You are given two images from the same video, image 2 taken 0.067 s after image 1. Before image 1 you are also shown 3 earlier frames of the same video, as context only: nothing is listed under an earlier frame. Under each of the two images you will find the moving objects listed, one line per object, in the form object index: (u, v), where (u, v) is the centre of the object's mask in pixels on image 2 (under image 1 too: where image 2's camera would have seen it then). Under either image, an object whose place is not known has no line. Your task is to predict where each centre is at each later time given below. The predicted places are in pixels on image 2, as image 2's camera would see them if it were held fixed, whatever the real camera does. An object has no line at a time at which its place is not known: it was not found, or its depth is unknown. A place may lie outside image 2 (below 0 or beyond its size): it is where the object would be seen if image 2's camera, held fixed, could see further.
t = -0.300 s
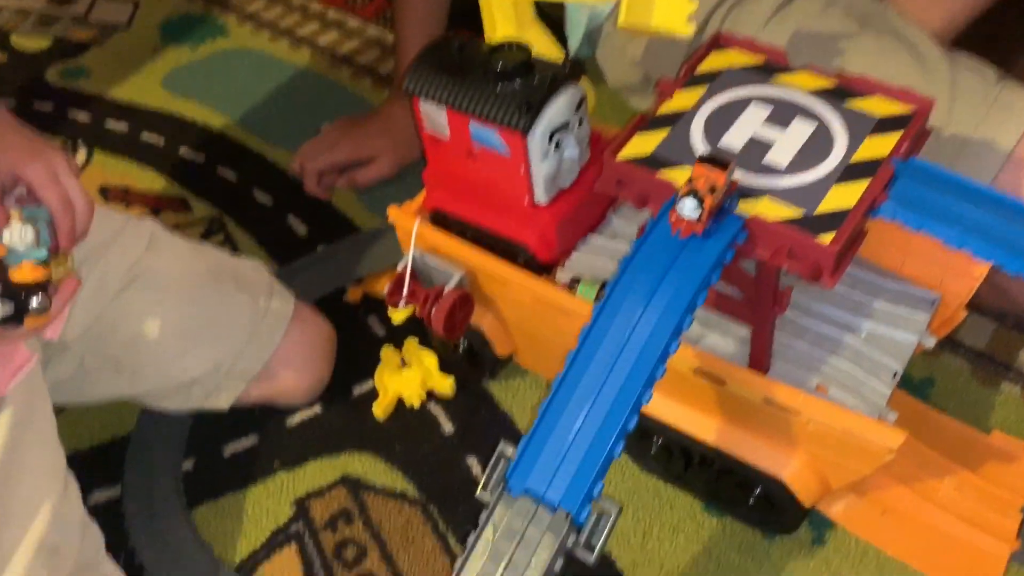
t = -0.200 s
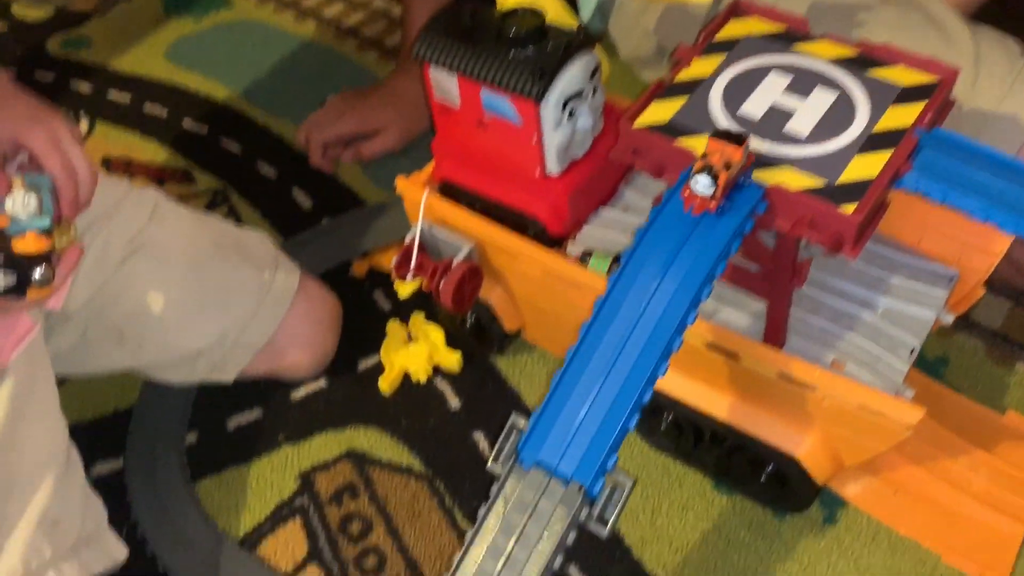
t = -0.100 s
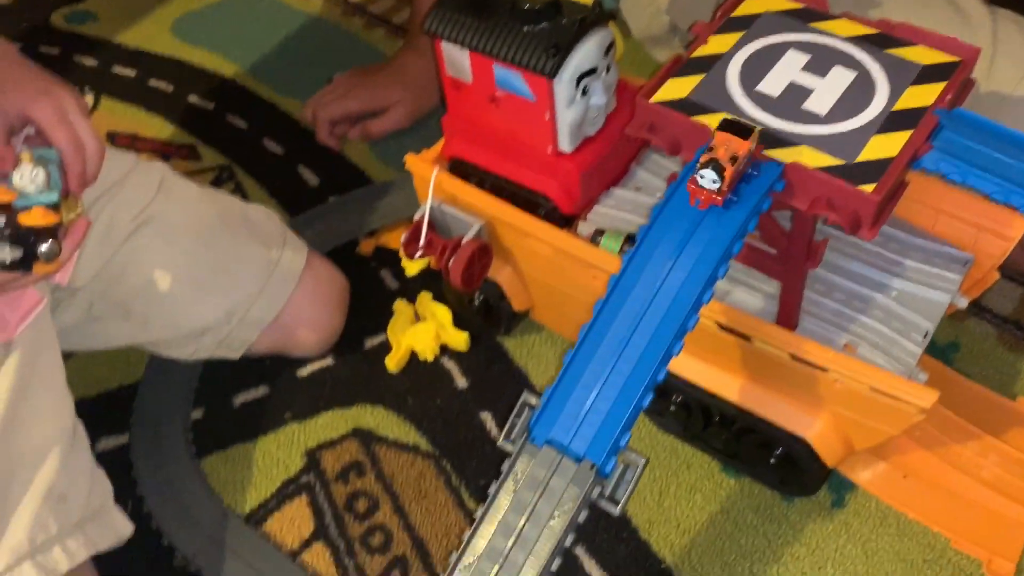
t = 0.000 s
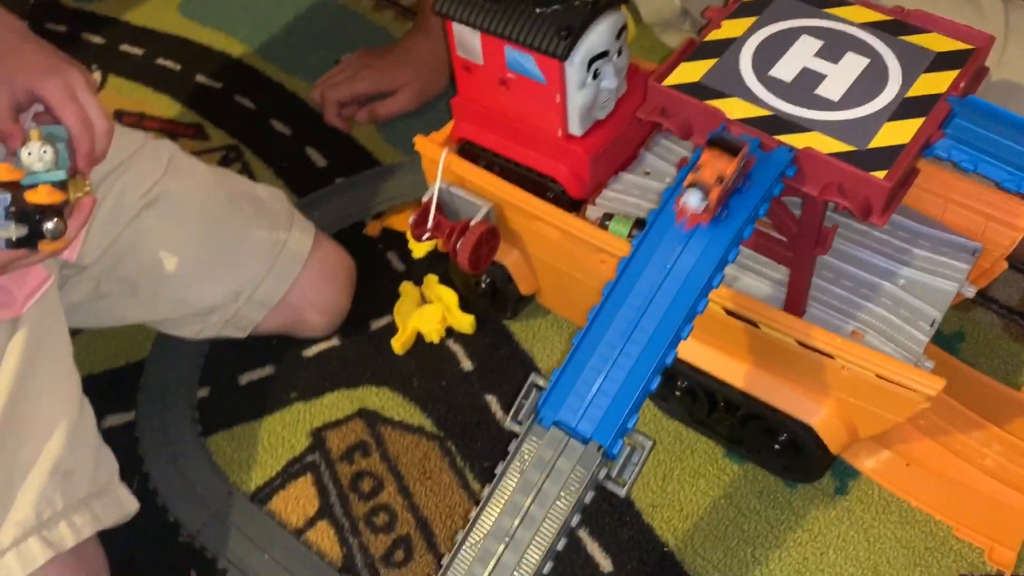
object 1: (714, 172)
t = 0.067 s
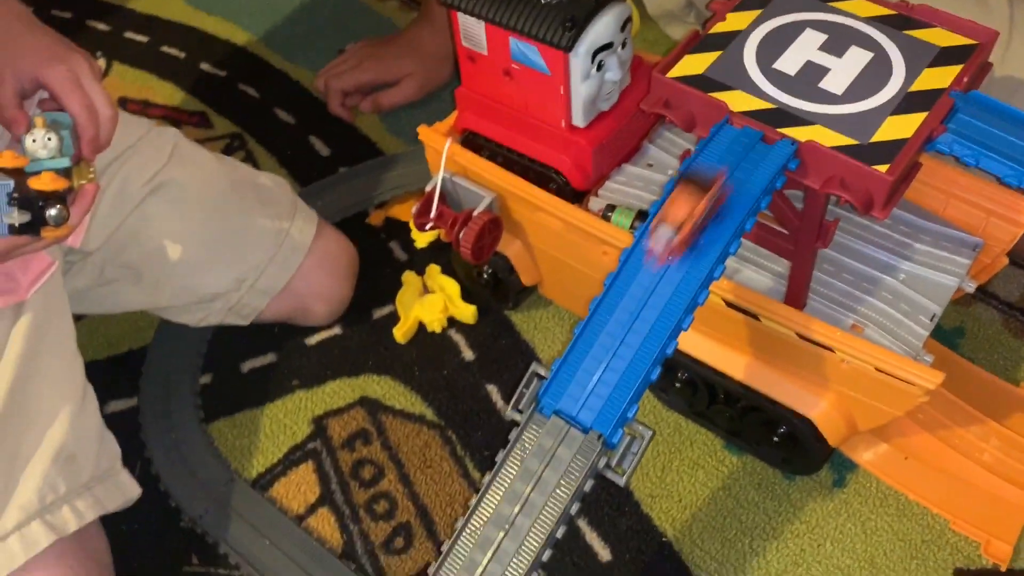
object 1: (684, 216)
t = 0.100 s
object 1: (666, 245)
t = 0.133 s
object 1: (641, 284)
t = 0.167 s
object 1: (610, 333)
